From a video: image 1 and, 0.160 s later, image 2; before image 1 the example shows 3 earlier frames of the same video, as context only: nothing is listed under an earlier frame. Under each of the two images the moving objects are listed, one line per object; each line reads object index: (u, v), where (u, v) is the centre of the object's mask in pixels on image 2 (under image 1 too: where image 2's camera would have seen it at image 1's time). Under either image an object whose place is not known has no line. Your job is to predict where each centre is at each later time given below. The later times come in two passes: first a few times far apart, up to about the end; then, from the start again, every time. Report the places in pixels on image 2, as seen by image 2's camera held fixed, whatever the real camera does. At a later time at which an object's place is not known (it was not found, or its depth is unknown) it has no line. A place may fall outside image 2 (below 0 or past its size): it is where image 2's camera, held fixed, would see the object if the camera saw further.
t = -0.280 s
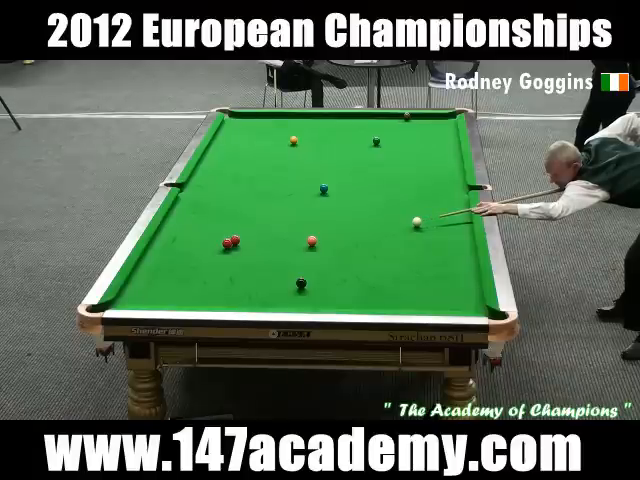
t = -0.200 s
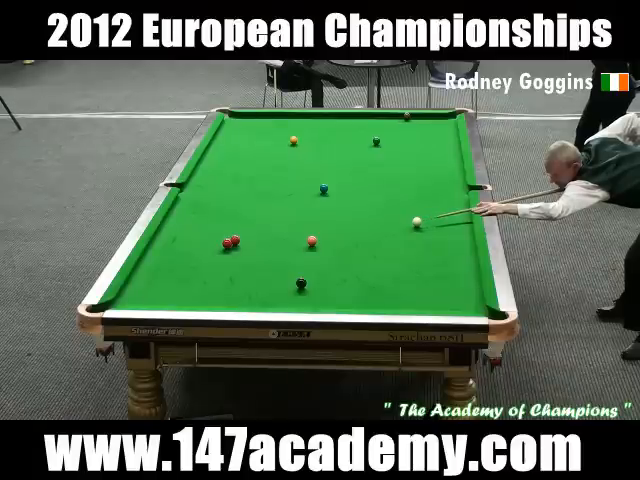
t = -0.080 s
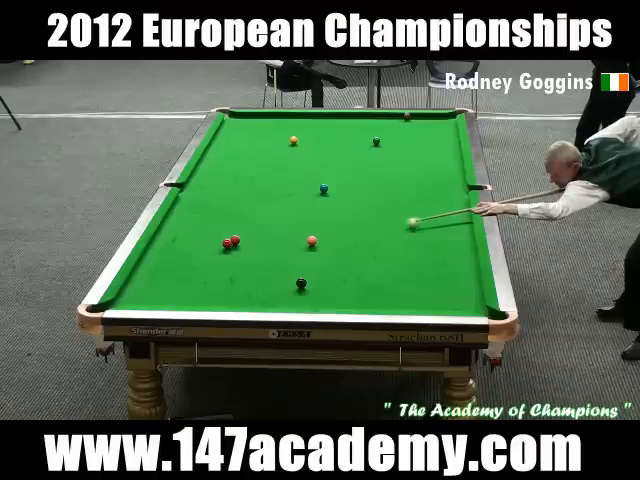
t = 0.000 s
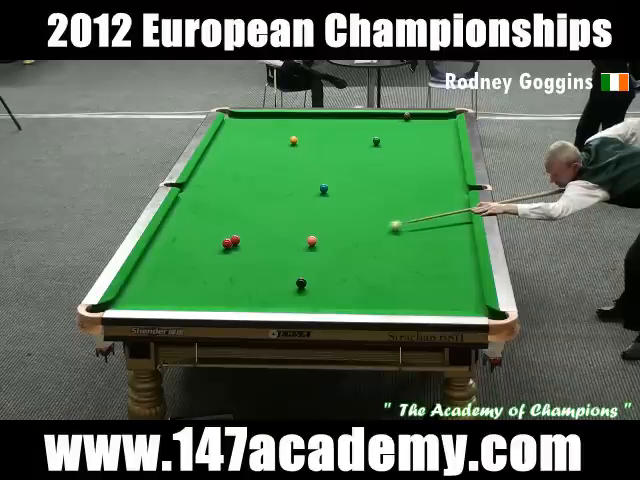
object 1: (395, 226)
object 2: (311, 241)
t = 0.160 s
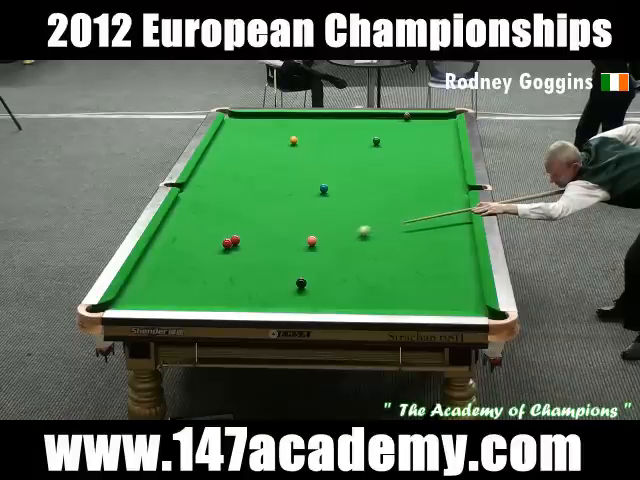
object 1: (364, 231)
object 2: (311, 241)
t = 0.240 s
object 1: (348, 234)
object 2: (311, 241)
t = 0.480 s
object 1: (313, 238)
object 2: (299, 245)
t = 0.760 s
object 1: (289, 236)
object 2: (272, 254)
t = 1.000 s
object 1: (271, 235)
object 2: (249, 263)
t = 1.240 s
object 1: (254, 233)
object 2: (227, 270)
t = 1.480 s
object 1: (238, 230)
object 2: (204, 278)
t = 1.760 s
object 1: (219, 230)
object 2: (178, 287)
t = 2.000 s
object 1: (205, 230)
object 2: (155, 295)
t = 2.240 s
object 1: (192, 229)
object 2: (133, 300)
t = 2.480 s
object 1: (179, 228)
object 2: (113, 303)
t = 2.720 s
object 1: (167, 228)
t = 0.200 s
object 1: (356, 233)
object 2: (311, 241)
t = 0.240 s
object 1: (348, 234)
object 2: (311, 241)
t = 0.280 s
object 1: (340, 235)
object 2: (311, 240)
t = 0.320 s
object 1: (332, 237)
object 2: (311, 241)
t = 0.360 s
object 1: (325, 238)
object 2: (311, 241)
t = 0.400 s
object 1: (318, 238)
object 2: (309, 241)
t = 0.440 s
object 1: (315, 238)
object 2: (304, 243)
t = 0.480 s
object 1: (313, 238)
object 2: (299, 245)
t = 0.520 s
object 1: (309, 237)
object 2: (295, 246)
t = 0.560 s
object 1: (306, 237)
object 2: (291, 247)
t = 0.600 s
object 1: (303, 237)
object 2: (287, 249)
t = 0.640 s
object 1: (299, 237)
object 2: (283, 251)
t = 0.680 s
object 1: (296, 236)
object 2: (280, 252)
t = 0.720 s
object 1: (293, 236)
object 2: (276, 253)
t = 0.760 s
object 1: (289, 236)
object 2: (272, 254)
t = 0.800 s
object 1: (286, 236)
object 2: (268, 256)
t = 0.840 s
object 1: (283, 236)
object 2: (265, 257)
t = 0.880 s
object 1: (280, 235)
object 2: (261, 259)
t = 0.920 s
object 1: (277, 235)
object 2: (257, 260)
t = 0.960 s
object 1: (274, 235)
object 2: (253, 261)
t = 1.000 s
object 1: (271, 235)
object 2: (249, 263)
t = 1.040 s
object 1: (268, 235)
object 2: (246, 264)
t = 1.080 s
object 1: (265, 234)
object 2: (242, 265)
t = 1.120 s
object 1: (262, 234)
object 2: (238, 267)
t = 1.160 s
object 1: (259, 234)
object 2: (234, 268)
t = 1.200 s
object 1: (257, 234)
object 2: (230, 269)
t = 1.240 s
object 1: (254, 233)
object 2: (227, 270)
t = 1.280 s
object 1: (251, 233)
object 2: (223, 272)
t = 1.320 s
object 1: (249, 233)
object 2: (219, 273)
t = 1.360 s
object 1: (246, 232)
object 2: (215, 274)
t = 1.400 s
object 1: (243, 232)
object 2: (212, 275)
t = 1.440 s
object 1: (241, 231)
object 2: (208, 277)
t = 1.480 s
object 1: (238, 230)
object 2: (204, 278)
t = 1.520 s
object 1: (235, 230)
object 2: (200, 279)
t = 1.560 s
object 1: (232, 230)
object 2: (197, 280)
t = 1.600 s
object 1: (229, 230)
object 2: (193, 282)
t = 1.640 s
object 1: (227, 231)
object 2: (189, 283)
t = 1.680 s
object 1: (225, 231)
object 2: (185, 285)
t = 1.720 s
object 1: (222, 230)
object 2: (181, 286)
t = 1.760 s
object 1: (219, 230)
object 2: (178, 287)
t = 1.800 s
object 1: (217, 231)
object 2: (174, 288)
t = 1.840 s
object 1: (214, 230)
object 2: (170, 290)
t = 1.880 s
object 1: (212, 230)
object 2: (166, 291)
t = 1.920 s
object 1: (210, 230)
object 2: (163, 293)
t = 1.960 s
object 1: (207, 230)
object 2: (159, 294)
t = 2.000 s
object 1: (205, 230)
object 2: (155, 295)
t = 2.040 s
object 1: (203, 230)
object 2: (151, 296)
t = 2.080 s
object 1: (200, 230)
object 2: (148, 297)
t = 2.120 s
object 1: (198, 230)
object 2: (144, 298)
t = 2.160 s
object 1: (196, 229)
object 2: (141, 299)
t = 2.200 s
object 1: (194, 229)
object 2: (137, 300)
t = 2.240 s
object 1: (192, 229)
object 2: (133, 300)
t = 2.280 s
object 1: (189, 229)
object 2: (130, 301)
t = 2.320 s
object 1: (187, 229)
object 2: (126, 302)
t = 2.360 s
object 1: (185, 229)
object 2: (122, 303)
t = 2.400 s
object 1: (183, 228)
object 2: (119, 303)
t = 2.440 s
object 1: (181, 228)
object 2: (116, 303)
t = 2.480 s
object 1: (179, 228)
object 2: (113, 303)
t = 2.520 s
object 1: (177, 228)
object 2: (110, 304)
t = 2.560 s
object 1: (175, 228)
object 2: (108, 305)
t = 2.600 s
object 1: (173, 228)
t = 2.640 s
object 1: (171, 228)
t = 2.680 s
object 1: (169, 228)
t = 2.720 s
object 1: (167, 228)
